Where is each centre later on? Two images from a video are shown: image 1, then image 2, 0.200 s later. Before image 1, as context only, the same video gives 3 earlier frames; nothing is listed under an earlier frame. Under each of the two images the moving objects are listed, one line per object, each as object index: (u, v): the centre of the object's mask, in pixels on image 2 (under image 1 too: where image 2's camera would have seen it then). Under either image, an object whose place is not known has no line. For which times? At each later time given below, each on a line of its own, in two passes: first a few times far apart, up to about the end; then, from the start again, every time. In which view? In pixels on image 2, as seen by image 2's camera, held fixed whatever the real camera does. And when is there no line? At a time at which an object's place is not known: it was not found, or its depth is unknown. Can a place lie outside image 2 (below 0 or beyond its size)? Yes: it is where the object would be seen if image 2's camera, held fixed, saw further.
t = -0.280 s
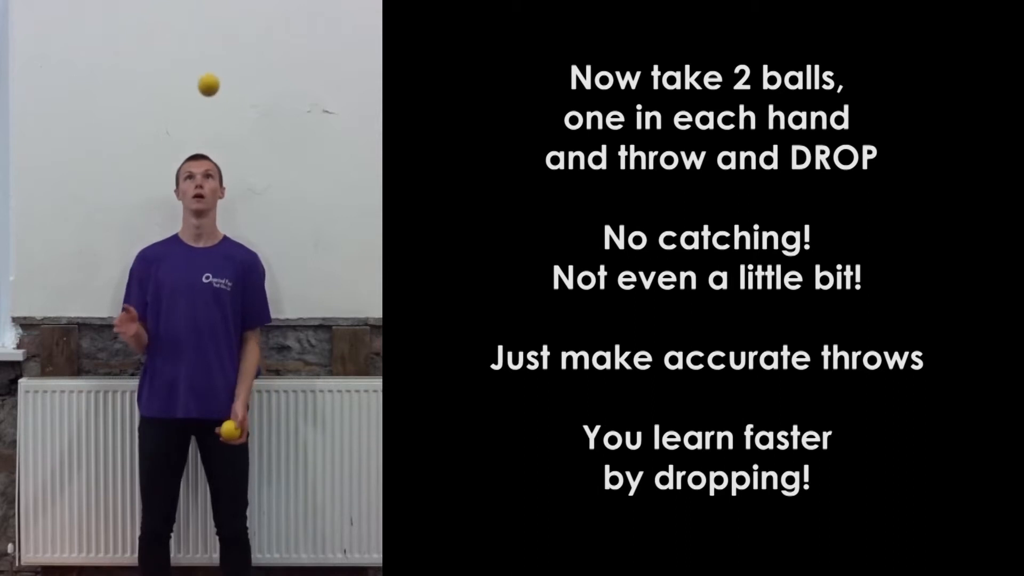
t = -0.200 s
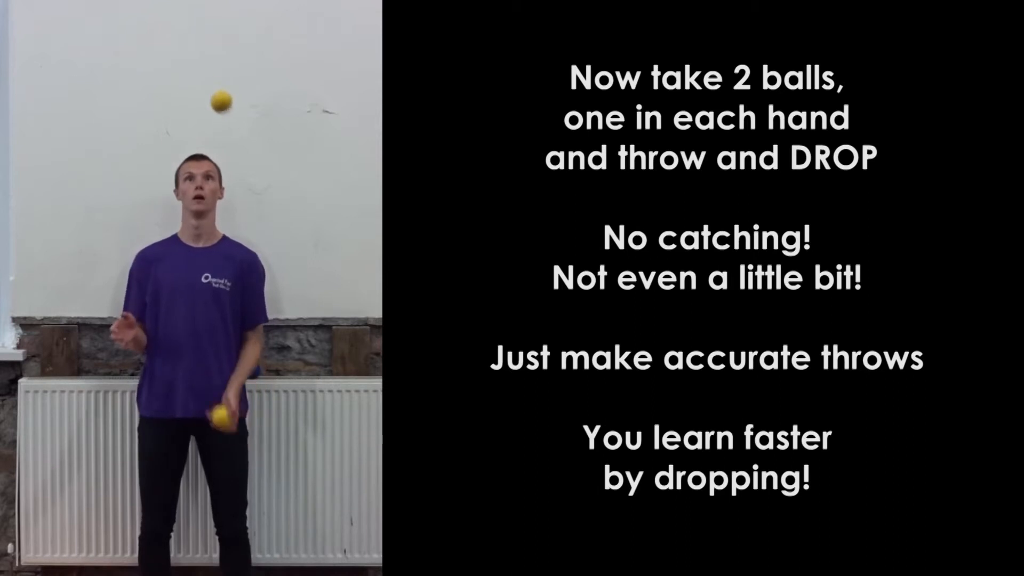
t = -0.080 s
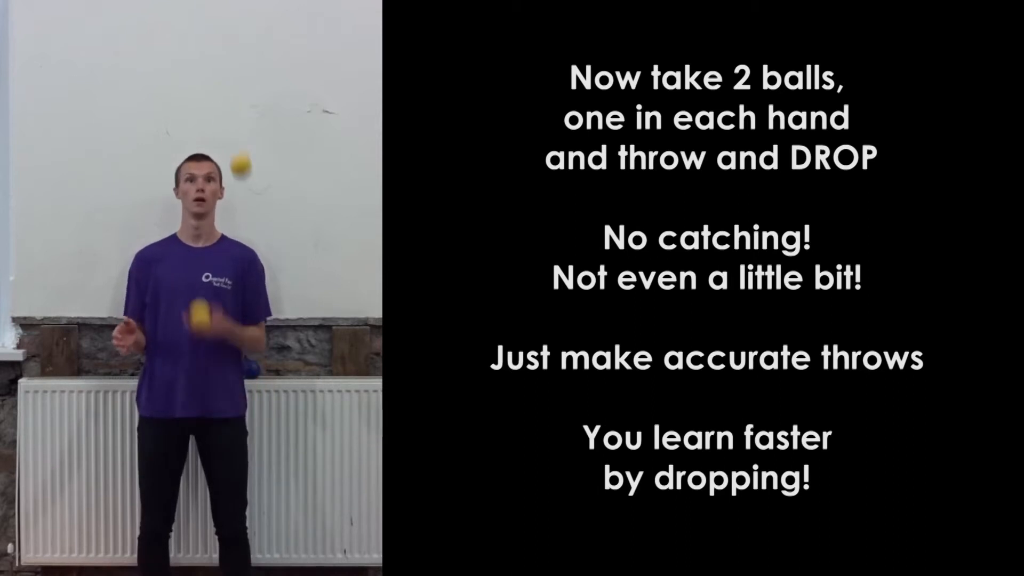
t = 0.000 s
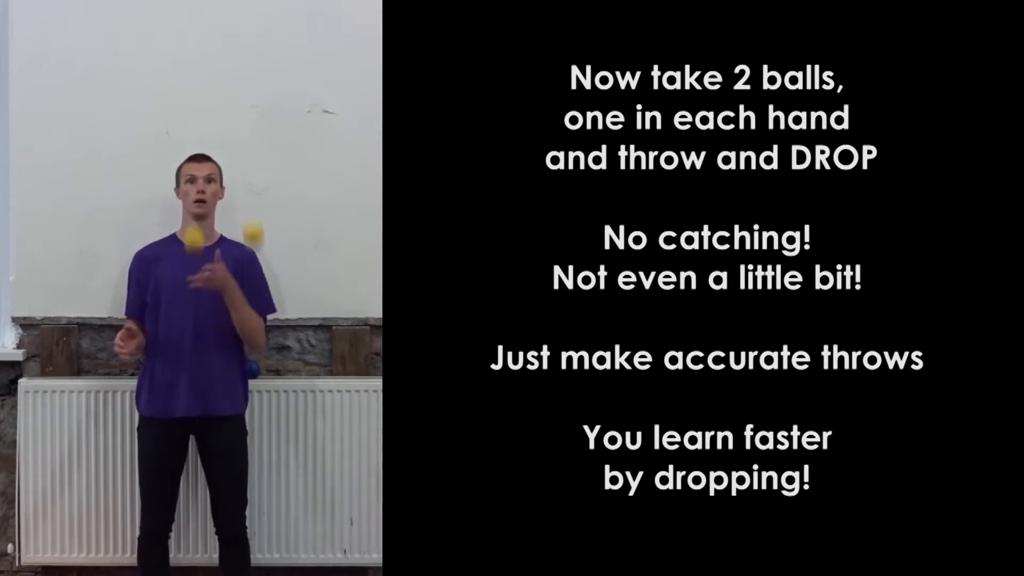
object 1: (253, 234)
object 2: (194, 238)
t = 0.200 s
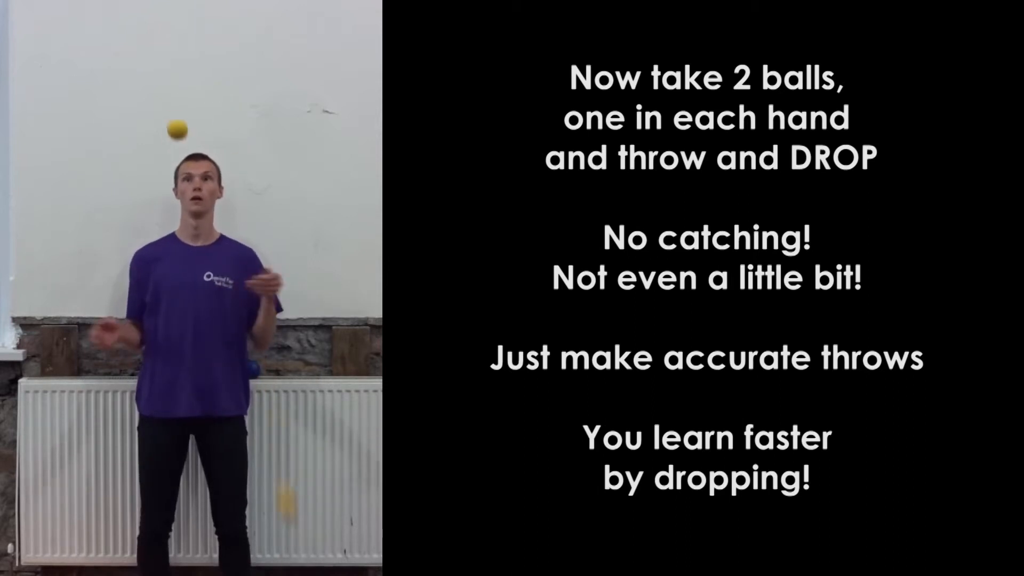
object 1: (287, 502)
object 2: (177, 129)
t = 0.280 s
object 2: (171, 119)
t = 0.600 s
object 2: (146, 280)
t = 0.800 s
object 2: (132, 550)
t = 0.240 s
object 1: (292, 566)
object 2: (174, 122)
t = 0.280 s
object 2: (171, 119)
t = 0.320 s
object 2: (168, 122)
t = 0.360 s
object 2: (165, 129)
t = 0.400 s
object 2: (162, 141)
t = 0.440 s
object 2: (159, 159)
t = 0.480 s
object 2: (155, 182)
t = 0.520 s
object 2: (152, 209)
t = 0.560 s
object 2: (149, 244)
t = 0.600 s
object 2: (146, 280)
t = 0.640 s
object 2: (143, 324)
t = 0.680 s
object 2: (140, 371)
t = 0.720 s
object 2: (138, 426)
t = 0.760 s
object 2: (136, 482)
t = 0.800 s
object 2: (132, 550)
